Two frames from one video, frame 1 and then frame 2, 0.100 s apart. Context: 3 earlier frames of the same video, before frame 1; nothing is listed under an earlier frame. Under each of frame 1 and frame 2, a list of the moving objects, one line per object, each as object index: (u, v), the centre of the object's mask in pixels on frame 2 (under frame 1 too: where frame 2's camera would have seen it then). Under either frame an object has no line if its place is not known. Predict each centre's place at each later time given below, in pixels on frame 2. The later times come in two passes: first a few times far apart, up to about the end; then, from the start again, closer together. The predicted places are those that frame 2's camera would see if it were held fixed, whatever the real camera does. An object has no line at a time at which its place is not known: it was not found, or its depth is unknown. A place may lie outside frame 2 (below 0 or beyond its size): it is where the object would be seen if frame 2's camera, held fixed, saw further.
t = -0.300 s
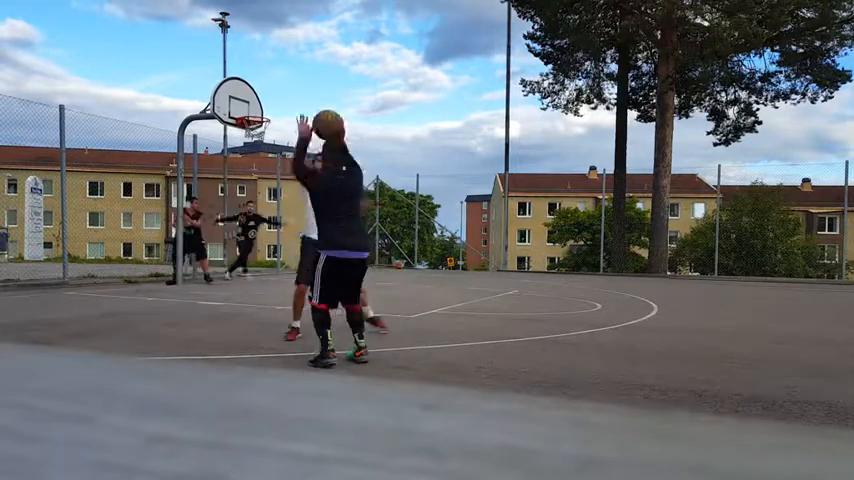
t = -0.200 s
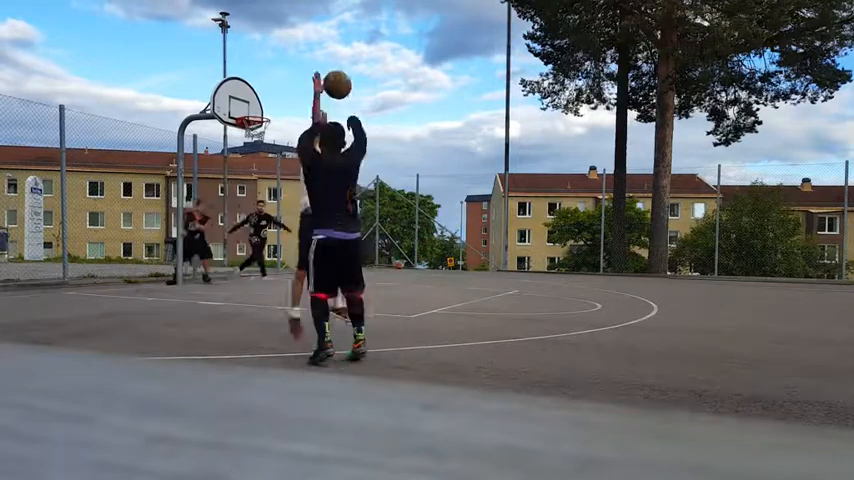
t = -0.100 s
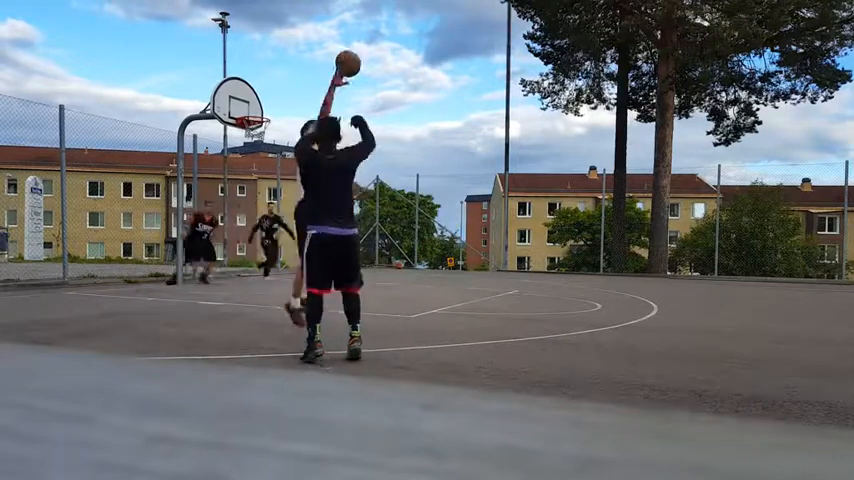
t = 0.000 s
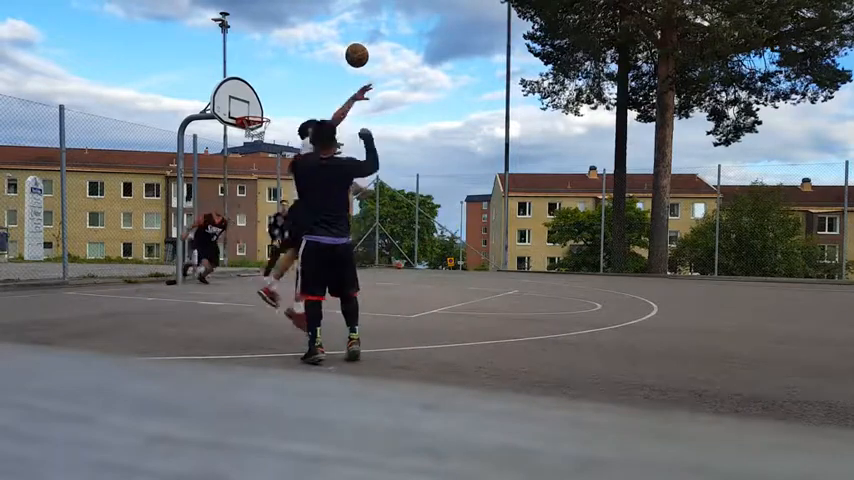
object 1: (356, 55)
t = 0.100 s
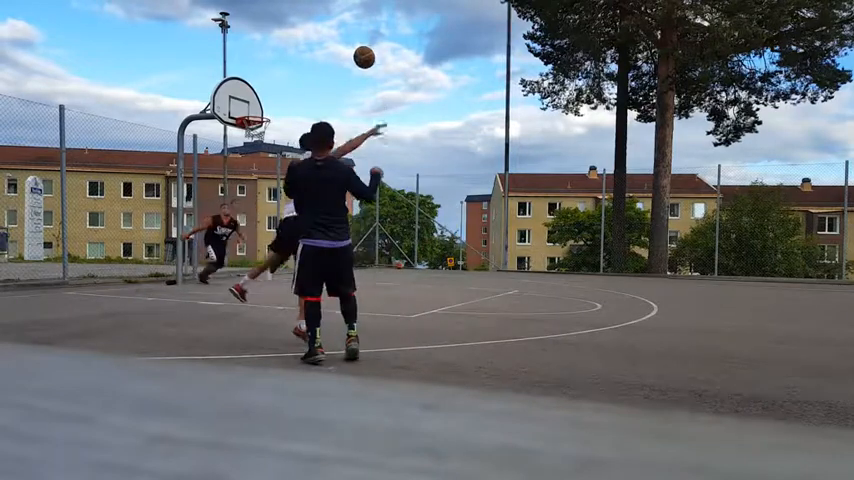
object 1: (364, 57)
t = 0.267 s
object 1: (374, 78)
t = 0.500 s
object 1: (383, 131)
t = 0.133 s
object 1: (366, 60)
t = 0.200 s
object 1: (370, 67)
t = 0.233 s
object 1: (372, 72)
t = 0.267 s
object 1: (374, 78)
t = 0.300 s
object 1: (375, 84)
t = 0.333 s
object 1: (377, 91)
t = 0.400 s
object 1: (379, 106)
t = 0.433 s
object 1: (380, 113)
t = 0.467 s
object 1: (382, 122)
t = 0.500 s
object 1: (383, 131)
